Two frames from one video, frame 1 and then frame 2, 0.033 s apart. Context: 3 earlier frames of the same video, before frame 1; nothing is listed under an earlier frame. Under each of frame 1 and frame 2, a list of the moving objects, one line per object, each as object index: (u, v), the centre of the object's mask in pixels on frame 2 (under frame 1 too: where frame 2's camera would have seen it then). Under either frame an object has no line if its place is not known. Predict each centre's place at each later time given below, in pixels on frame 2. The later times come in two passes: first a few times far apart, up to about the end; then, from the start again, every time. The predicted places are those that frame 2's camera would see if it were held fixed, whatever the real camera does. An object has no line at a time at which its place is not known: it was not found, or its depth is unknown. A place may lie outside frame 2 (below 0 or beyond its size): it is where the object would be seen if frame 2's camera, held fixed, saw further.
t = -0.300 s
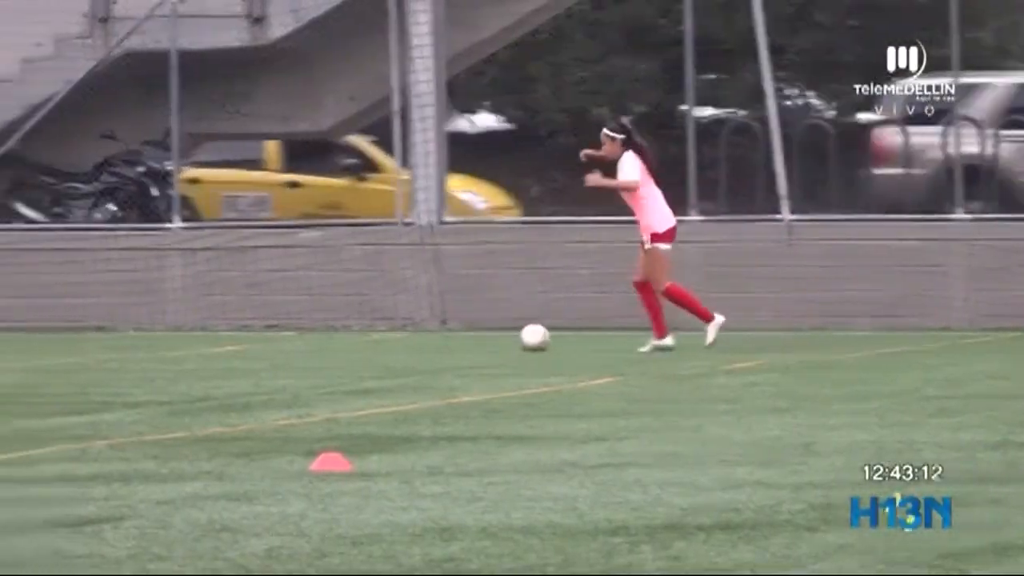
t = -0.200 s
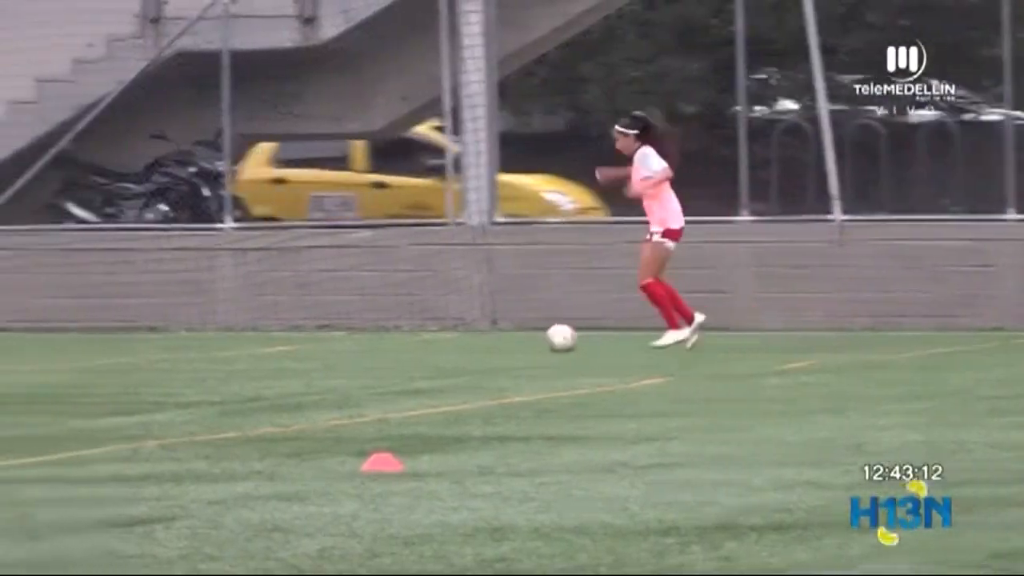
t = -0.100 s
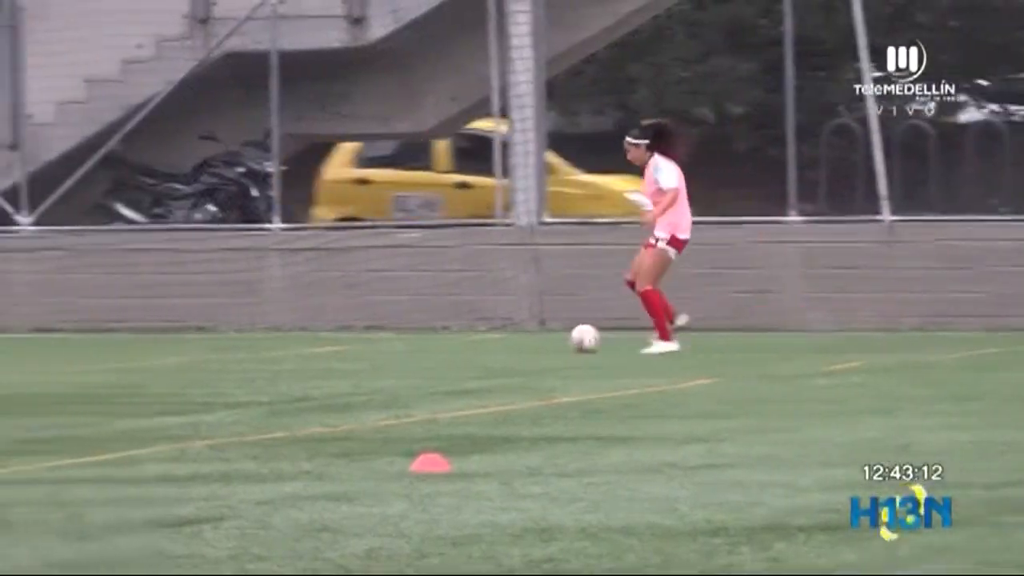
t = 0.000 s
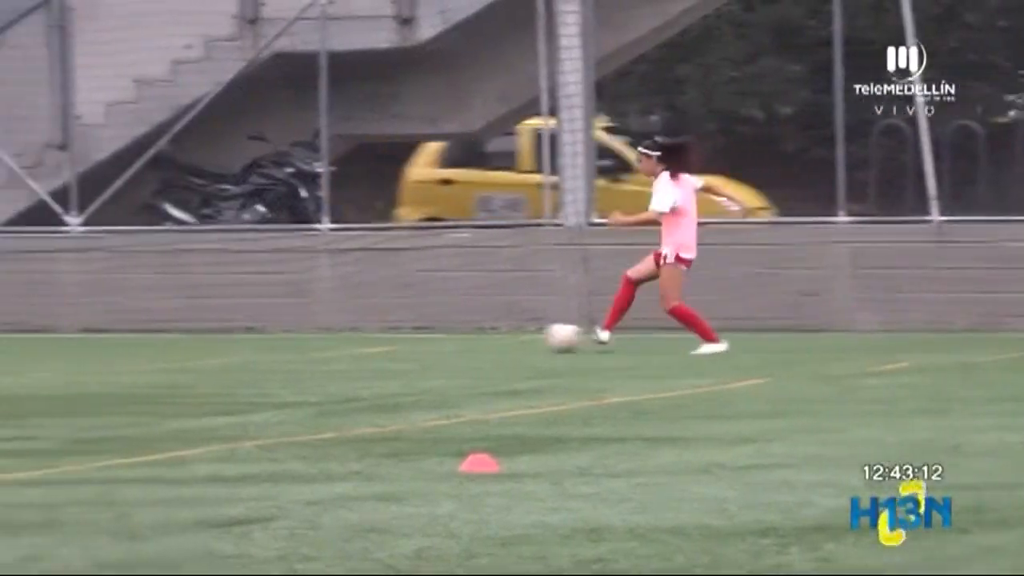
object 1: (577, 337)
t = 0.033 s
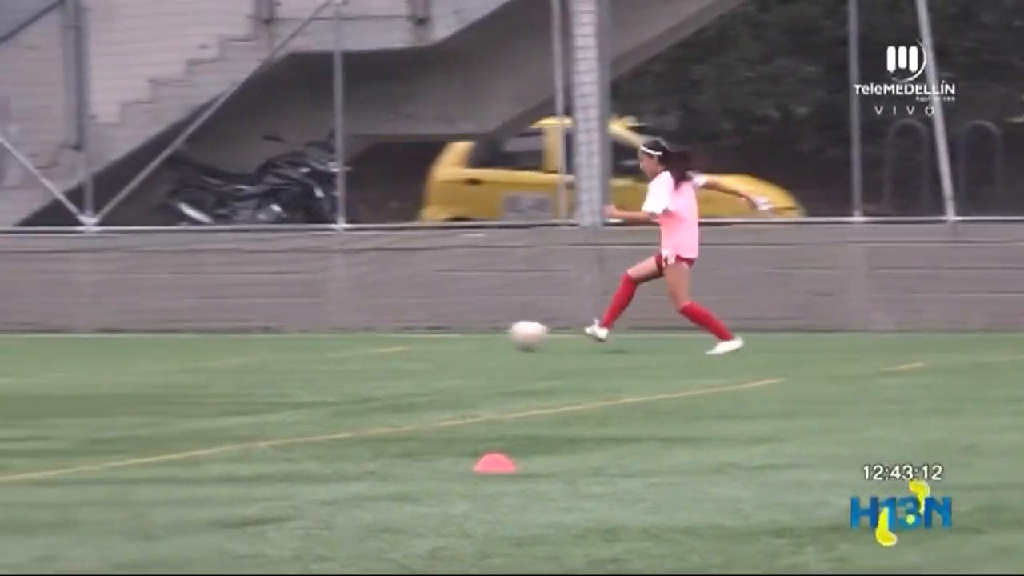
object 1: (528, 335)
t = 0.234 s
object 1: (229, 336)
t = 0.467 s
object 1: (-71, 344)
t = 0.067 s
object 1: (476, 333)
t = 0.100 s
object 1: (425, 333)
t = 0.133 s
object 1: (372, 333)
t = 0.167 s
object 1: (320, 338)
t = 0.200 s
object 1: (272, 341)
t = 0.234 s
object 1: (229, 336)
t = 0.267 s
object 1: (185, 332)
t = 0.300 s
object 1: (142, 331)
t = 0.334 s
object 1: (100, 331)
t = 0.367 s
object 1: (57, 332)
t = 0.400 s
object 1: (14, 336)
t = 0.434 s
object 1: (-29, 342)
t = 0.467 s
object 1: (-71, 344)
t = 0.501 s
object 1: (-109, 344)
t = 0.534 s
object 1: (-148, 344)
